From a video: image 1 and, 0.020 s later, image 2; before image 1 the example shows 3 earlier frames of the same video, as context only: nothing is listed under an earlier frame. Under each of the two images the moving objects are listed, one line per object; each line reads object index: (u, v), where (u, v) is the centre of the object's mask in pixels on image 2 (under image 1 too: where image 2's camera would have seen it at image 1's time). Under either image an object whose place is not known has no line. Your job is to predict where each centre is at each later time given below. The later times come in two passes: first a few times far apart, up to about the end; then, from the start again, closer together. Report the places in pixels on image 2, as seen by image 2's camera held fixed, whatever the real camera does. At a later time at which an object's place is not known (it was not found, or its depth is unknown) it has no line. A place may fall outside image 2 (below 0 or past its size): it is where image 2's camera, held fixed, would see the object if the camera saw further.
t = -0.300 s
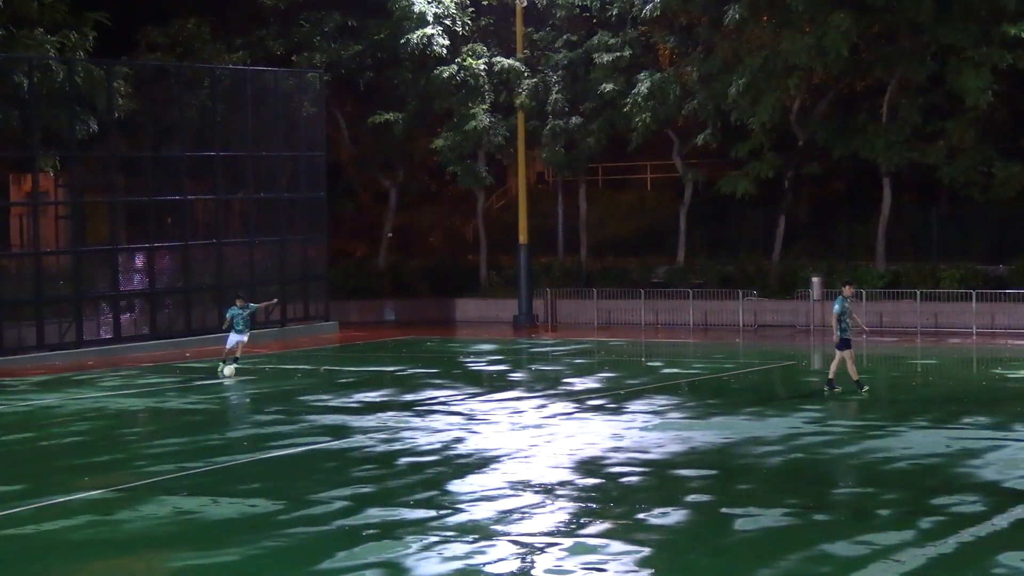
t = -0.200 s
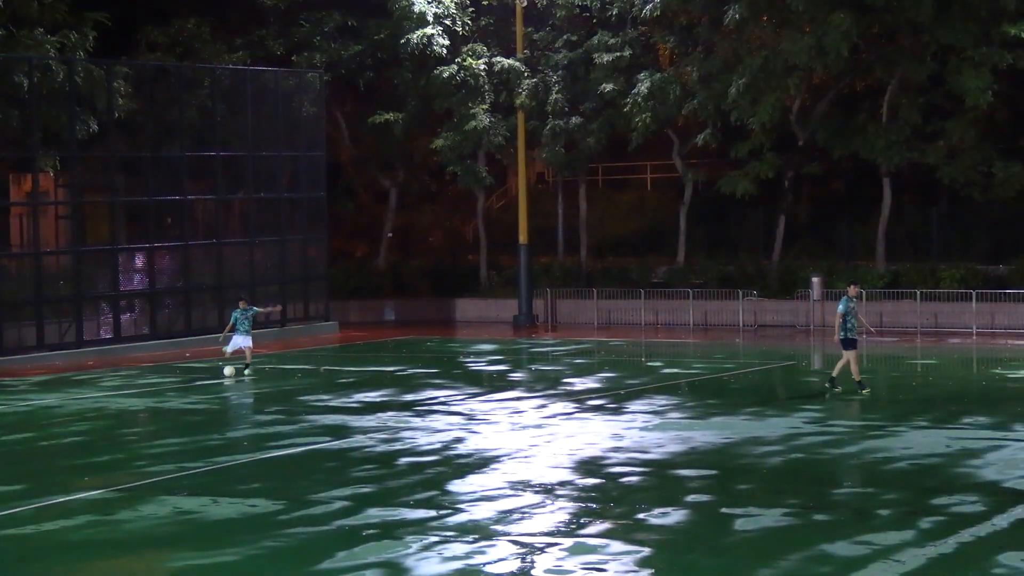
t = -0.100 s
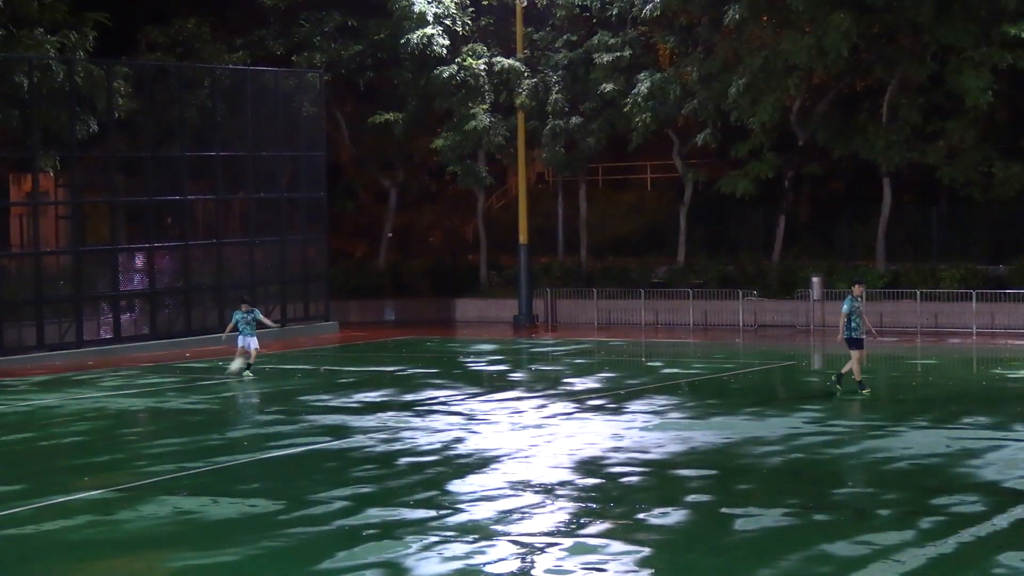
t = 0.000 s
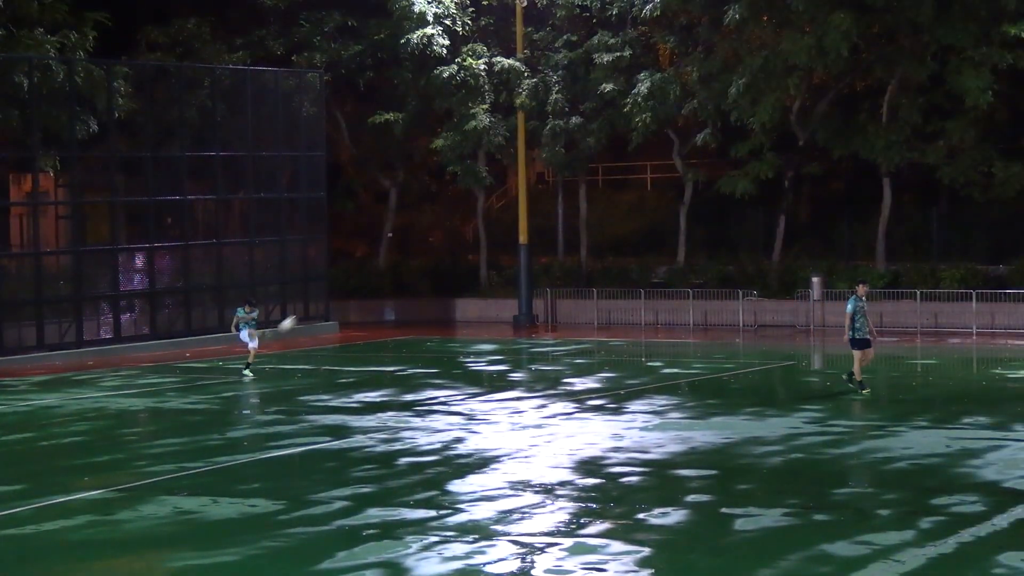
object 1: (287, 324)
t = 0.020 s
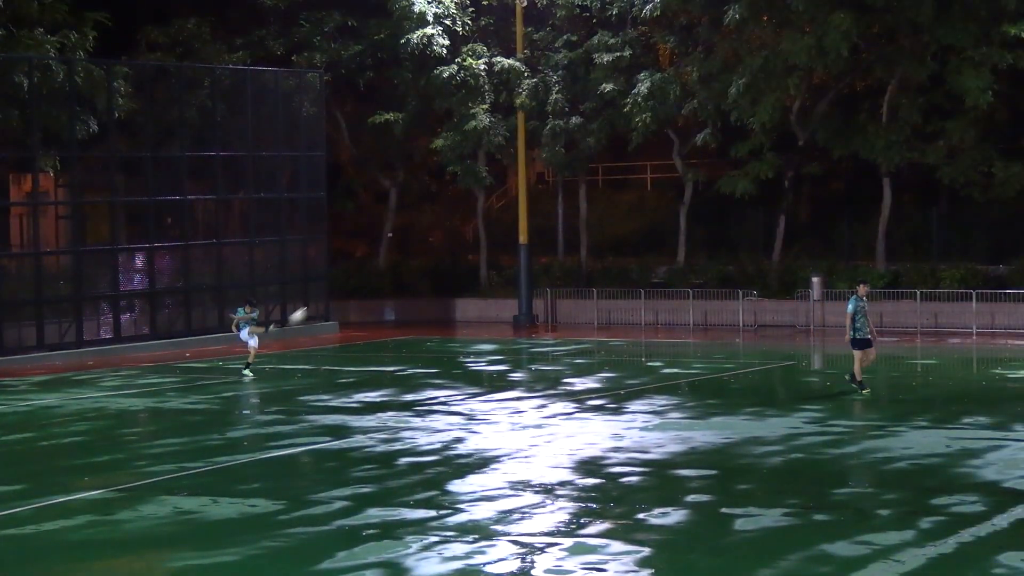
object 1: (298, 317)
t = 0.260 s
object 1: (446, 220)
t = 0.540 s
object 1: (665, 115)
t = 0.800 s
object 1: (931, 35)
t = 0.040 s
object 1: (310, 308)
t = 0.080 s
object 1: (332, 292)
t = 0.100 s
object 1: (343, 284)
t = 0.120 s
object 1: (356, 276)
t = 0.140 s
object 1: (368, 268)
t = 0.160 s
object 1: (380, 260)
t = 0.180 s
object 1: (392, 252)
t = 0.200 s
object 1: (406, 243)
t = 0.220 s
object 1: (419, 236)
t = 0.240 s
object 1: (431, 228)
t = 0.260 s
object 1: (446, 220)
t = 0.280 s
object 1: (460, 212)
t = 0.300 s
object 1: (473, 204)
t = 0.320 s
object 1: (488, 196)
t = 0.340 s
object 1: (503, 189)
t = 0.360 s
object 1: (517, 181)
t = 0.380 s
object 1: (533, 173)
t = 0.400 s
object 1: (549, 166)
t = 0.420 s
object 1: (564, 159)
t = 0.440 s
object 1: (580, 151)
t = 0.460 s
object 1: (597, 143)
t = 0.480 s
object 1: (614, 136)
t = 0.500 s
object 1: (630, 130)
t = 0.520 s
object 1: (649, 122)
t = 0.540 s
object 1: (665, 115)
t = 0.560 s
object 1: (684, 108)
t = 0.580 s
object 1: (703, 101)
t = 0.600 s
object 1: (721, 95)
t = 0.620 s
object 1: (740, 89)
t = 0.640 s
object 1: (761, 82)
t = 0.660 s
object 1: (780, 75)
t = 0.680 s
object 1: (801, 69)
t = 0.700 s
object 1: (822, 63)
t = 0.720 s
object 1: (843, 57)
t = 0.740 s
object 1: (864, 52)
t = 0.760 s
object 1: (886, 46)
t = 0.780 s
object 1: (910, 40)
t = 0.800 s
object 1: (931, 35)
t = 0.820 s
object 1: (956, 30)
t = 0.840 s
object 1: (980, 25)
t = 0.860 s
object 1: (1004, 20)
